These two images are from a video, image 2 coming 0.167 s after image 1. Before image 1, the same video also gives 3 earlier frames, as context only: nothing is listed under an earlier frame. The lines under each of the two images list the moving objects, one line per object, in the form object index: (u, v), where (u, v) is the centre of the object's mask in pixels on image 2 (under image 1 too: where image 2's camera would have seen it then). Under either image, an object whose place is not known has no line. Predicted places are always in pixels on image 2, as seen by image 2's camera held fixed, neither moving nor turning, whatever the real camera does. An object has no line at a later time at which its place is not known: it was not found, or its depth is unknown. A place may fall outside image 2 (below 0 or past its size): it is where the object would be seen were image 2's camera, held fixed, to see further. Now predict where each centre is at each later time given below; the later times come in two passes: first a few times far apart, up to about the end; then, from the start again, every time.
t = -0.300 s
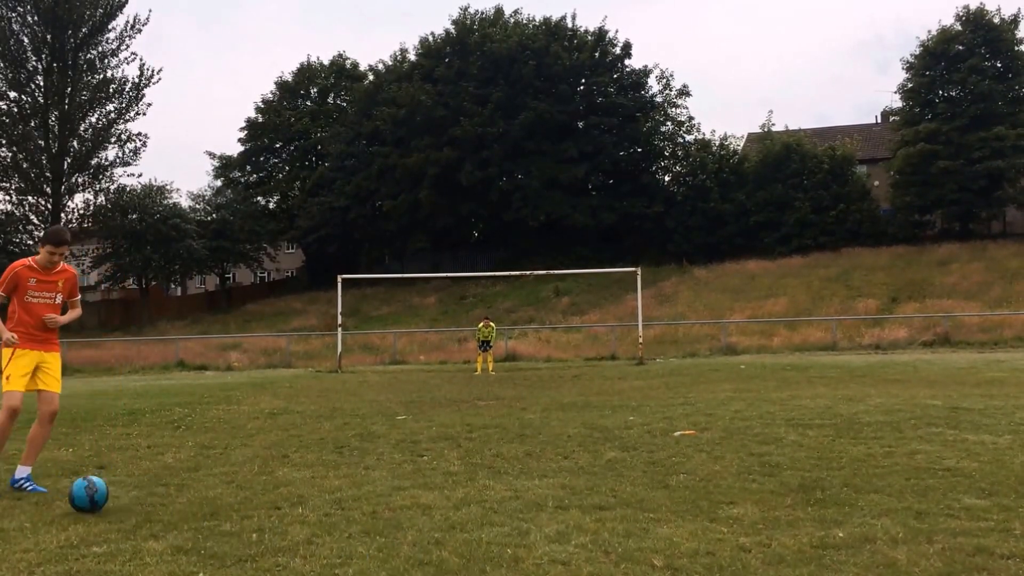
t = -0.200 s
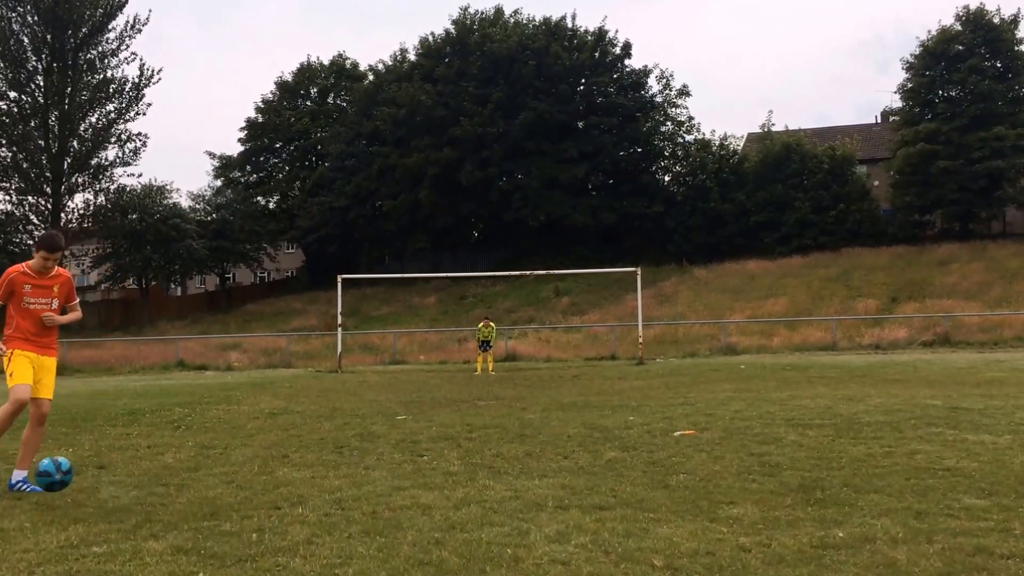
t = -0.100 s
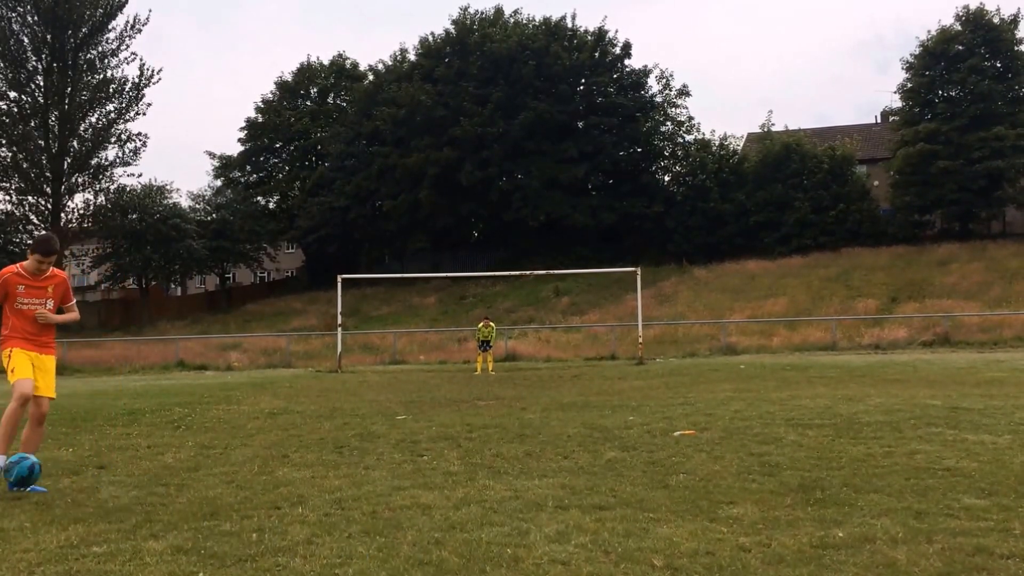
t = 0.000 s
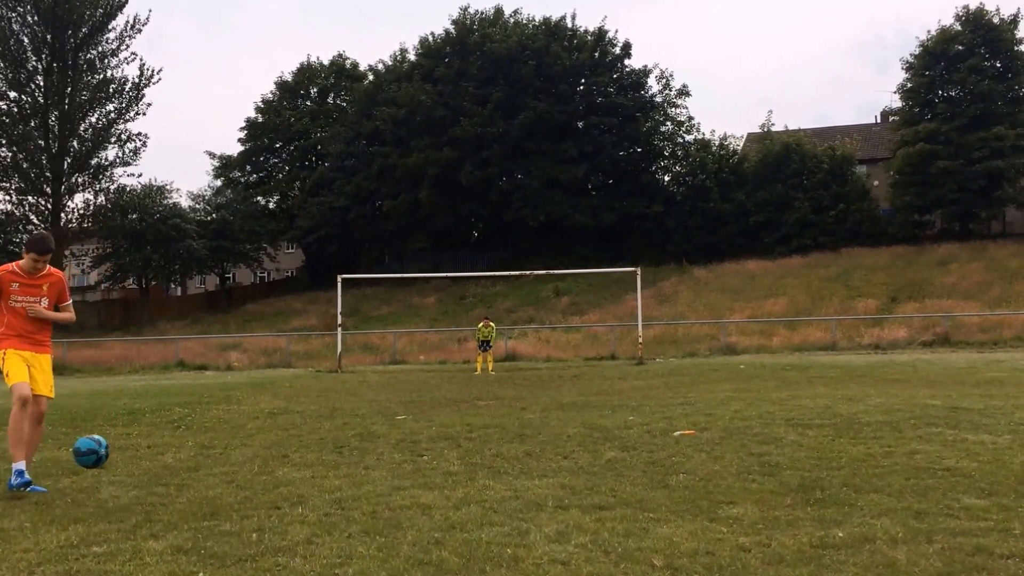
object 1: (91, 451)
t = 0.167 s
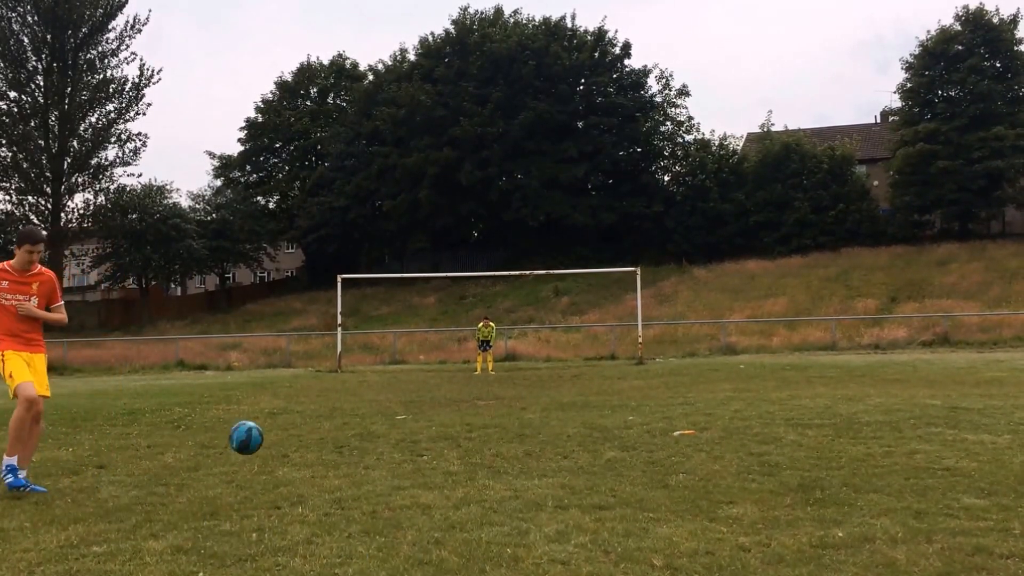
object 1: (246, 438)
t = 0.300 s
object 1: (365, 458)
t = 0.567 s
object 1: (528, 463)
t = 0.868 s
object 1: (662, 462)
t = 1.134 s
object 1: (769, 455)
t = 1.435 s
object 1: (874, 447)
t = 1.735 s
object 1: (963, 444)
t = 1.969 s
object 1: (1016, 443)
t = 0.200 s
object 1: (276, 440)
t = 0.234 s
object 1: (305, 444)
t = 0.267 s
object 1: (335, 450)
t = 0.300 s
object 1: (365, 458)
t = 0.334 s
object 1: (394, 466)
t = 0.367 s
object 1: (424, 476)
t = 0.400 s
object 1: (443, 472)
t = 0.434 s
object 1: (460, 467)
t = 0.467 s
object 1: (477, 464)
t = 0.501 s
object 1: (494, 462)
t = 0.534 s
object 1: (511, 462)
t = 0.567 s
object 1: (528, 463)
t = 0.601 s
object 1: (546, 466)
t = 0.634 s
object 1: (561, 468)
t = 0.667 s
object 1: (576, 463)
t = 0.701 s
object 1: (590, 460)
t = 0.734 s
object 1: (605, 458)
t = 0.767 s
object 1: (619, 458)
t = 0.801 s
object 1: (634, 460)
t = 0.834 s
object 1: (648, 463)
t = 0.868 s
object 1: (662, 462)
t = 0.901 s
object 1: (676, 462)
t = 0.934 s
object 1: (691, 461)
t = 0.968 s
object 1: (705, 461)
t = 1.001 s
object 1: (718, 458)
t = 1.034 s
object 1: (731, 455)
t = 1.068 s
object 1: (743, 454)
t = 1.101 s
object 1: (756, 454)
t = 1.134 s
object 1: (769, 455)
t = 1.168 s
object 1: (781, 457)
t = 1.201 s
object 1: (794, 455)
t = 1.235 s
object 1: (807, 453)
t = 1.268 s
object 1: (819, 453)
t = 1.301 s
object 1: (831, 454)
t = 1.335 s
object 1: (841, 451)
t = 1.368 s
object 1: (853, 448)
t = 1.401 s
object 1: (863, 447)
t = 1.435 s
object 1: (874, 447)
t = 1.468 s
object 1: (885, 449)
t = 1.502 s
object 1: (896, 451)
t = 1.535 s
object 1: (906, 448)
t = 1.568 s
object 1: (915, 445)
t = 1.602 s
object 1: (925, 443)
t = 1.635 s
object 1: (934, 443)
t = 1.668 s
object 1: (945, 444)
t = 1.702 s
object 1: (955, 446)
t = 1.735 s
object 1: (963, 444)
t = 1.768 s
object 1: (972, 441)
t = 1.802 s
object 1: (980, 438)
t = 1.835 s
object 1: (988, 436)
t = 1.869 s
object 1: (996, 437)
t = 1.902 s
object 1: (1005, 438)
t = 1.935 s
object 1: (1012, 441)
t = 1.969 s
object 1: (1016, 443)
